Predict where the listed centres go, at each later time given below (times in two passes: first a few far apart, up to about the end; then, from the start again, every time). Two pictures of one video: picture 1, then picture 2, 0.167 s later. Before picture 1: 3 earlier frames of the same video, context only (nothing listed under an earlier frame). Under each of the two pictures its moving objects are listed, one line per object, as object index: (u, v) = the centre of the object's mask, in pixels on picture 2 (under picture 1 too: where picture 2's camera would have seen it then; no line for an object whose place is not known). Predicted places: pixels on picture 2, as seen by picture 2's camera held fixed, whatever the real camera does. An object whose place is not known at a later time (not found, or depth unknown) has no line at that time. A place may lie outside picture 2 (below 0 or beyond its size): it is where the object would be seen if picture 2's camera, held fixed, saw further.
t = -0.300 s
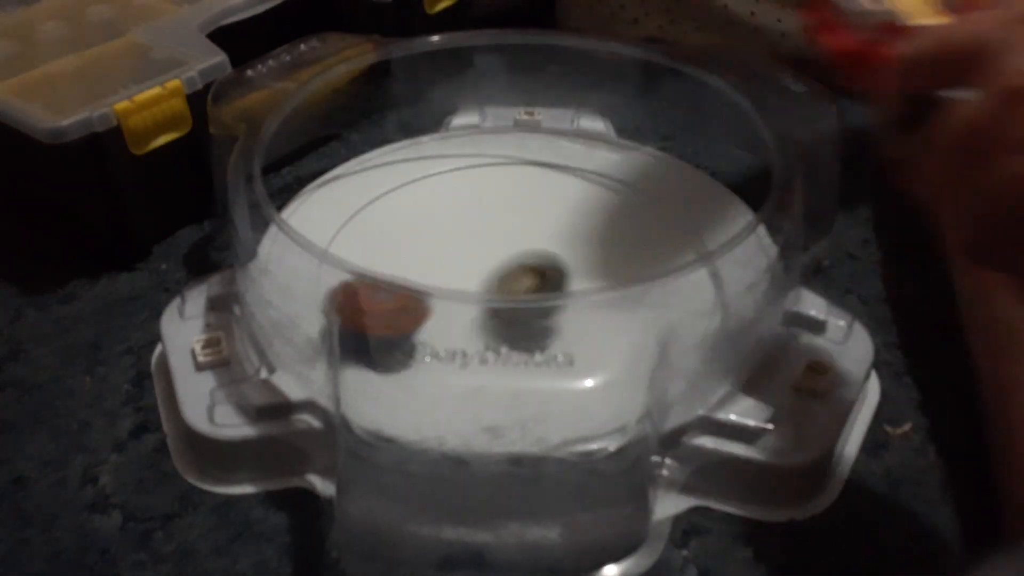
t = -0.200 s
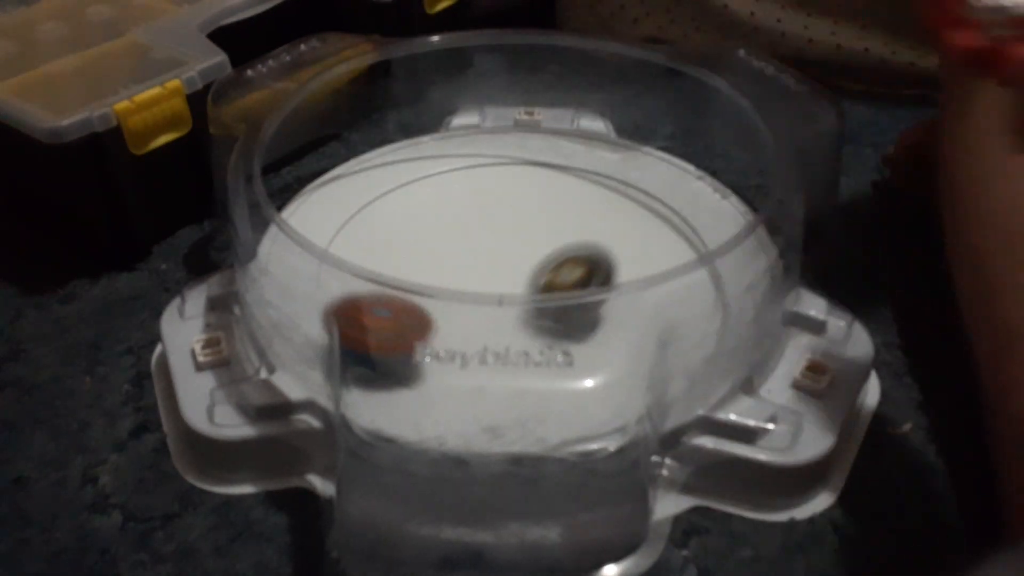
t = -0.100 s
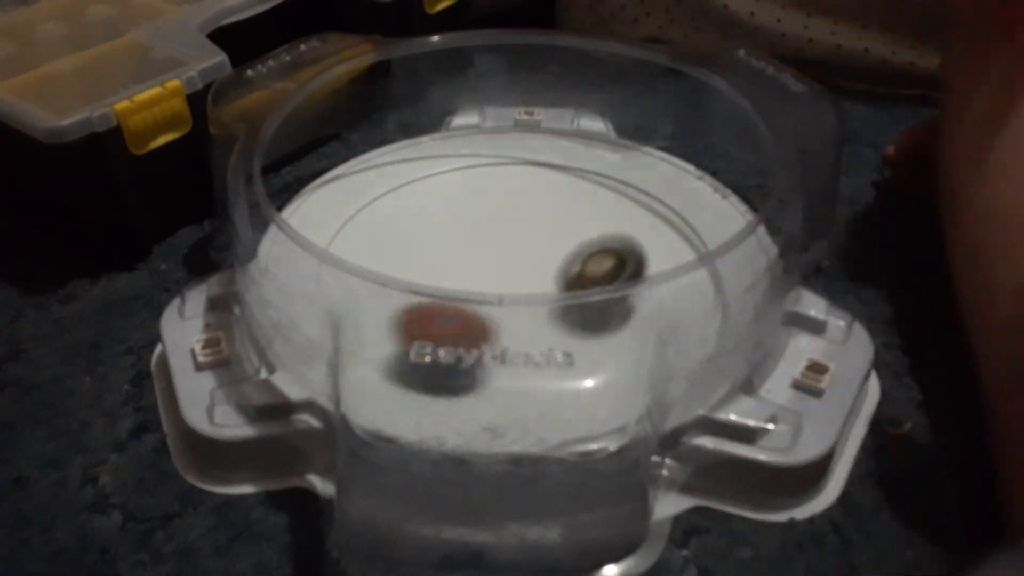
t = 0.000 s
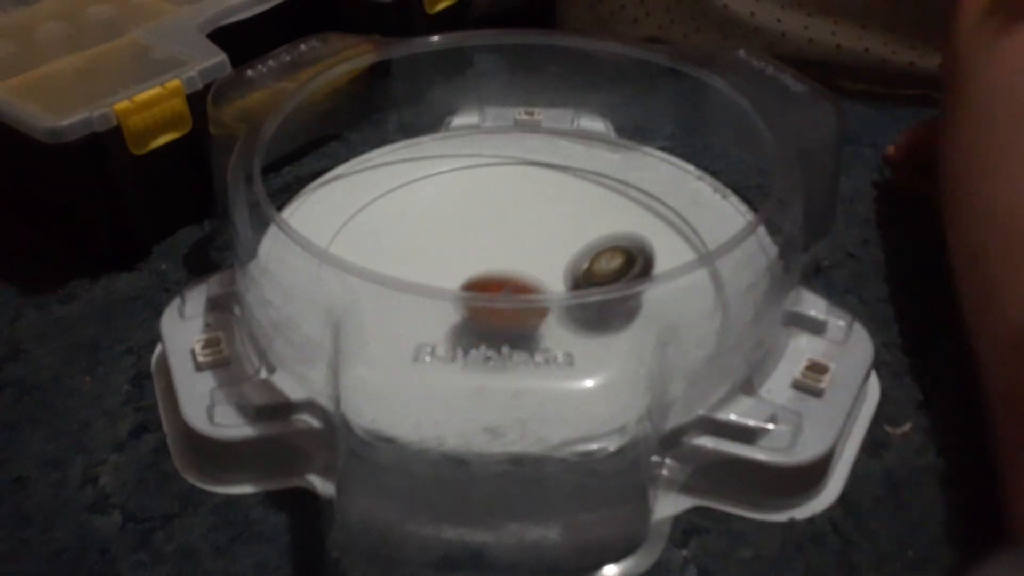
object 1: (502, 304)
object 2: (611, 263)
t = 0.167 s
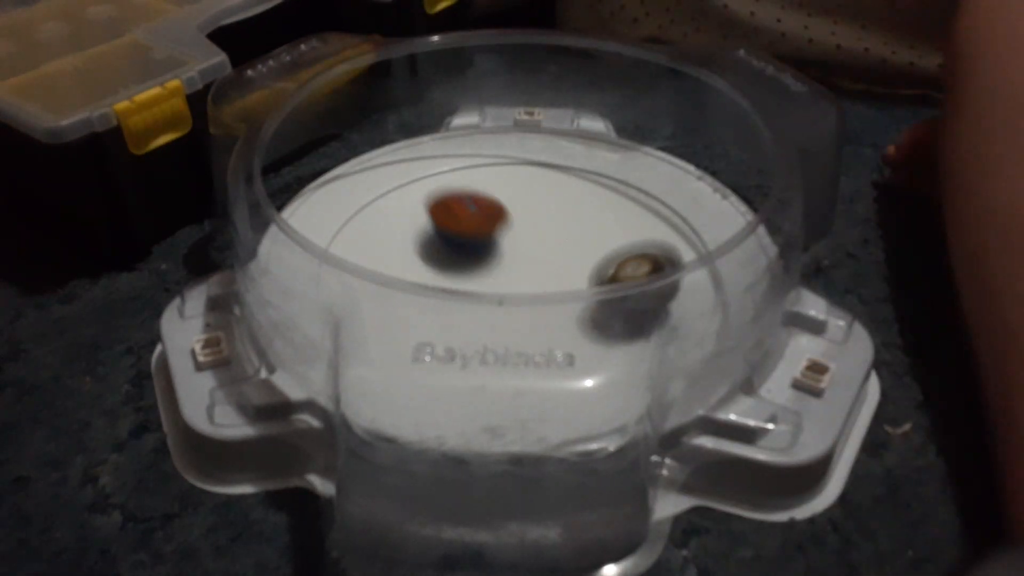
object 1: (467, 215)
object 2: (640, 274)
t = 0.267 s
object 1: (434, 176)
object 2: (624, 305)
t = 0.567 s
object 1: (407, 218)
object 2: (506, 333)
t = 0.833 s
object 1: (424, 201)
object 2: (473, 355)
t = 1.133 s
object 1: (404, 166)
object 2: (545, 317)
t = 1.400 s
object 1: (435, 187)
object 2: (497, 233)
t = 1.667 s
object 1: (500, 150)
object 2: (390, 302)
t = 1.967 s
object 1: (529, 190)
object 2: (393, 310)
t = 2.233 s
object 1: (615, 179)
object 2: (486, 250)
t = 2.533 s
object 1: (622, 189)
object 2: (496, 193)
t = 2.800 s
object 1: (659, 230)
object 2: (375, 228)
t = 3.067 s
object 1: (661, 256)
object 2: (388, 265)
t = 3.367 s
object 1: (624, 315)
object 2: (461, 221)
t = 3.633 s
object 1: (553, 330)
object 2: (498, 187)
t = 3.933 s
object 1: (475, 323)
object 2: (509, 212)
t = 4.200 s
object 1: (412, 293)
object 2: (545, 228)
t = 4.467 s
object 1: (422, 263)
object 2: (592, 210)
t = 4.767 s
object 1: (433, 223)
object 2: (569, 168)
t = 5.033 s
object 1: (418, 220)
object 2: (610, 248)
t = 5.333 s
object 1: (482, 238)
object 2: (685, 239)
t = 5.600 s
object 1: (520, 217)
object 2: (667, 268)
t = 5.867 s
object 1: (504, 215)
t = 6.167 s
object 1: (535, 219)
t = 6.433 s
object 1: (535, 207)
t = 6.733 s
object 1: (566, 214)
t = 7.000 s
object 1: (612, 187)
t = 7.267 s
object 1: (585, 200)
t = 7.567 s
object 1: (551, 269)
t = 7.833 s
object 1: (550, 326)
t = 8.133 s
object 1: (544, 325)
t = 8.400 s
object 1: (497, 278)
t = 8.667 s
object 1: (435, 241)
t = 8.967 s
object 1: (420, 228)
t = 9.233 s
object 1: (473, 234)
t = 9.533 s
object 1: (571, 227)
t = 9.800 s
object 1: (601, 224)
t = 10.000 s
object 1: (593, 241)
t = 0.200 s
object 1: (455, 200)
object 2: (639, 278)
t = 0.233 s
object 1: (444, 187)
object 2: (635, 285)
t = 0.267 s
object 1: (434, 176)
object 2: (624, 305)
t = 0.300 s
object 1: (426, 170)
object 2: (615, 313)
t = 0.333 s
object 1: (419, 167)
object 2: (605, 318)
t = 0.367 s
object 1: (414, 167)
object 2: (592, 324)
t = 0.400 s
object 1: (410, 170)
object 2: (583, 319)
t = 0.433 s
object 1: (407, 175)
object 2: (566, 322)
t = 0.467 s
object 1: (405, 184)
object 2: (550, 333)
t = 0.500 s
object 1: (404, 194)
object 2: (534, 336)
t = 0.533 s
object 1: (405, 204)
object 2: (520, 336)
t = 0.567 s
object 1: (407, 218)
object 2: (506, 333)
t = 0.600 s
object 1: (411, 229)
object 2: (492, 331)
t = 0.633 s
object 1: (415, 240)
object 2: (477, 327)
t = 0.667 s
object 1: (419, 248)
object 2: (468, 326)
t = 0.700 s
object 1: (423, 248)
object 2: (462, 328)
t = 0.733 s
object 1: (424, 235)
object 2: (463, 340)
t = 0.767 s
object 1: (424, 222)
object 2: (463, 351)
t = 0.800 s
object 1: (424, 211)
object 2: (468, 350)
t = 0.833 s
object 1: (424, 201)
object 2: (473, 355)
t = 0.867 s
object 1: (423, 192)
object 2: (480, 363)
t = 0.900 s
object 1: (421, 185)
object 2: (488, 365)
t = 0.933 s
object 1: (419, 179)
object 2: (501, 364)
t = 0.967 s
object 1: (417, 176)
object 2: (512, 357)
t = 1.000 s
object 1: (414, 172)
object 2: (520, 354)
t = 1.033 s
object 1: (411, 169)
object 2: (530, 346)
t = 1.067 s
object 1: (407, 167)
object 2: (536, 339)
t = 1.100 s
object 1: (405, 165)
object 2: (543, 326)
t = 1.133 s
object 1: (404, 166)
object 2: (545, 317)
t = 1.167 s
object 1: (402, 167)
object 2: (545, 304)
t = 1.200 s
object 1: (403, 168)
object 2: (542, 285)
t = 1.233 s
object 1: (404, 169)
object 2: (537, 279)
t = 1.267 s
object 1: (408, 171)
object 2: (532, 271)
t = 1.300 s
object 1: (413, 175)
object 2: (523, 261)
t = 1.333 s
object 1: (418, 179)
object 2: (515, 250)
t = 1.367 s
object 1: (426, 184)
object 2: (506, 240)
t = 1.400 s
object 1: (435, 187)
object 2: (497, 233)
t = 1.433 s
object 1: (445, 172)
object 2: (484, 238)
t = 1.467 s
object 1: (456, 159)
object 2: (470, 250)
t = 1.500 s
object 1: (466, 158)
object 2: (455, 262)
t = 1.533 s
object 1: (477, 151)
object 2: (443, 269)
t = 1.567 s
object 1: (486, 148)
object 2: (430, 274)
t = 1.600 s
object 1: (493, 147)
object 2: (417, 281)
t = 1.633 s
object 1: (497, 148)
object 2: (400, 289)
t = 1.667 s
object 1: (500, 150)
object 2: (390, 302)
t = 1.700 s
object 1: (501, 155)
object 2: (378, 307)
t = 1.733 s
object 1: (501, 160)
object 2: (373, 309)
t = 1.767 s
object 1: (501, 166)
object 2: (371, 312)
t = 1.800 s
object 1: (502, 171)
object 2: (370, 315)
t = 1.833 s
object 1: (504, 176)
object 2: (371, 316)
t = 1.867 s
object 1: (507, 179)
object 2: (373, 315)
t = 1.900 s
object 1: (513, 182)
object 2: (378, 314)
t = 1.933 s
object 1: (520, 186)
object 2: (385, 313)
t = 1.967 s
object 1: (529, 190)
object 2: (393, 310)
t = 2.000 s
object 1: (539, 192)
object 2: (402, 306)
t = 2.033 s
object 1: (552, 194)
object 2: (414, 295)
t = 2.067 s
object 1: (566, 194)
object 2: (428, 285)
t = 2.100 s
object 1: (579, 193)
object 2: (440, 280)
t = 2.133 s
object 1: (591, 190)
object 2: (451, 276)
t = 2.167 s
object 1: (602, 187)
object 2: (462, 271)
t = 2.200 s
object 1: (610, 183)
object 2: (475, 263)
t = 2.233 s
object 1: (615, 179)
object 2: (486, 250)
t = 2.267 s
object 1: (618, 175)
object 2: (497, 240)
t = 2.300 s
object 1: (618, 172)
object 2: (506, 230)
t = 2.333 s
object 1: (617, 169)
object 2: (513, 220)
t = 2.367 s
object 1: (617, 169)
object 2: (519, 212)
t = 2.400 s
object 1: (615, 170)
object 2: (524, 204)
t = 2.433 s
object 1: (613, 174)
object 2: (526, 199)
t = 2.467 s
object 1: (615, 179)
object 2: (523, 195)
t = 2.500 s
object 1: (620, 184)
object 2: (510, 193)
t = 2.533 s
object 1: (622, 189)
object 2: (496, 193)
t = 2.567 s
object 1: (624, 195)
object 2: (481, 195)
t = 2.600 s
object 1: (627, 201)
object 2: (465, 197)
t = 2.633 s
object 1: (631, 207)
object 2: (449, 200)
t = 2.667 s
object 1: (636, 212)
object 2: (432, 205)
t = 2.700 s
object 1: (641, 216)
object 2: (415, 210)
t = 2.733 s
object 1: (647, 221)
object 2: (399, 217)
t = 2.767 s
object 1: (653, 226)
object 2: (386, 222)
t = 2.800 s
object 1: (659, 230)
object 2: (375, 228)
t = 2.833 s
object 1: (663, 234)
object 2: (366, 236)
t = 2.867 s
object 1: (667, 237)
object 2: (361, 241)
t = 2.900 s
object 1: (670, 240)
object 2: (360, 245)
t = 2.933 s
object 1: (672, 243)
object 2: (361, 250)
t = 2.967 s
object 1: (672, 245)
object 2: (365, 254)
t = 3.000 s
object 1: (668, 249)
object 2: (371, 264)
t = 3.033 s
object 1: (665, 253)
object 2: (379, 265)
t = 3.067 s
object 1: (661, 256)
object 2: (388, 265)
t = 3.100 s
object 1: (656, 260)
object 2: (397, 264)
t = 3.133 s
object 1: (659, 277)
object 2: (404, 264)
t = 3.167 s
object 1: (653, 284)
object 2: (412, 262)
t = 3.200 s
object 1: (648, 289)
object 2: (420, 259)
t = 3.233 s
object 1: (644, 294)
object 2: (429, 253)
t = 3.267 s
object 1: (640, 299)
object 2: (437, 245)
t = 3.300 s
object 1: (636, 303)
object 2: (445, 235)
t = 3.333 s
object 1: (630, 307)
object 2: (453, 228)
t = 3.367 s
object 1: (624, 315)
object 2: (461, 221)
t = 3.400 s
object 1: (616, 317)
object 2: (467, 214)
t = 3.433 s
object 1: (608, 320)
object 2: (474, 208)
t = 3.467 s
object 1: (598, 322)
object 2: (480, 202)
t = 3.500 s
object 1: (589, 325)
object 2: (485, 198)
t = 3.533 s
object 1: (580, 326)
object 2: (489, 196)
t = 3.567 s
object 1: (571, 328)
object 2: (493, 193)
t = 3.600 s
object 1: (562, 329)
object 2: (496, 188)
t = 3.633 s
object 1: (553, 330)
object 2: (498, 187)
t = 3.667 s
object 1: (545, 330)
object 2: (501, 188)
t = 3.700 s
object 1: (537, 330)
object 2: (502, 187)
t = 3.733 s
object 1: (528, 330)
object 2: (503, 189)
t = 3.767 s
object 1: (520, 329)
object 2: (504, 191)
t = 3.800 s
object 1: (511, 329)
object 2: (505, 195)
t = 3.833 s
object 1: (502, 328)
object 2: (505, 199)
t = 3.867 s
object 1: (493, 327)
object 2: (506, 203)
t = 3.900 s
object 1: (484, 325)
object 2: (508, 207)
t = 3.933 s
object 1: (475, 323)
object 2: (509, 212)
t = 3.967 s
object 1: (466, 320)
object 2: (512, 214)
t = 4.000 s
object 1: (456, 314)
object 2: (515, 219)
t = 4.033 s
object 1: (446, 309)
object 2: (518, 221)
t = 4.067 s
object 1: (437, 306)
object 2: (522, 223)
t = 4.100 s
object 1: (429, 302)
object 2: (527, 226)
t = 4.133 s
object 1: (421, 299)
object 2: (533, 227)
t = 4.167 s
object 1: (416, 296)
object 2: (538, 228)
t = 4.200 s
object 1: (412, 293)
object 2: (545, 228)
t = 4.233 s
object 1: (412, 292)
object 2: (552, 227)
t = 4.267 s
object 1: (412, 289)
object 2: (559, 227)
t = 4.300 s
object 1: (414, 286)
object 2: (566, 226)
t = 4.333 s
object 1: (413, 283)
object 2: (573, 222)
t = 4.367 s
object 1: (413, 280)
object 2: (578, 221)
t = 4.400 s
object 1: (415, 276)
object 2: (584, 217)
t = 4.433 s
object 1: (418, 267)
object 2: (588, 215)
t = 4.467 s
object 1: (422, 263)
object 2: (592, 210)
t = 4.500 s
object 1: (424, 261)
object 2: (596, 206)
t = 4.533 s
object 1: (427, 257)
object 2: (598, 202)
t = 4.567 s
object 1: (429, 251)
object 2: (600, 196)
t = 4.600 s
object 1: (431, 245)
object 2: (601, 192)
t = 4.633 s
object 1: (432, 239)
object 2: (601, 185)
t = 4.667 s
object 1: (432, 233)
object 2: (598, 177)
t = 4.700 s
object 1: (432, 228)
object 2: (591, 171)
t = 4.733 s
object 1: (432, 225)
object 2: (581, 167)
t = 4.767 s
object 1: (433, 223)
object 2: (569, 168)
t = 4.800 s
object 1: (435, 222)
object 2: (557, 173)
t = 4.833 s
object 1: (438, 223)
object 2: (547, 182)
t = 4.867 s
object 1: (440, 223)
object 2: (537, 195)
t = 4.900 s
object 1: (443, 223)
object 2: (532, 207)
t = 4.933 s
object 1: (440, 222)
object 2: (535, 219)
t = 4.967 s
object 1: (425, 220)
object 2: (562, 232)
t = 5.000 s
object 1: (418, 219)
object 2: (587, 240)
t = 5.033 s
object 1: (418, 220)
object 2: (610, 248)
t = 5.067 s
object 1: (419, 222)
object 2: (630, 250)
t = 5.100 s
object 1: (422, 225)
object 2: (649, 249)
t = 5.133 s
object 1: (427, 227)
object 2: (666, 248)
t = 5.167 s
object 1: (433, 230)
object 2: (683, 247)
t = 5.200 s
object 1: (440, 232)
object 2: (695, 244)
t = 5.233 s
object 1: (449, 234)
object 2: (705, 241)
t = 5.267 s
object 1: (459, 236)
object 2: (703, 240)
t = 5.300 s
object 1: (470, 237)
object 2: (696, 239)
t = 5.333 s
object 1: (482, 238)
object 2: (685, 239)
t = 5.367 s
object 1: (494, 239)
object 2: (674, 240)
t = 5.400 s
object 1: (506, 239)
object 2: (663, 241)
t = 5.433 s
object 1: (518, 238)
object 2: (650, 242)
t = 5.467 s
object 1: (528, 237)
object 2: (638, 244)
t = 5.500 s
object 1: (537, 236)
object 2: (629, 247)
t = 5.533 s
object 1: (533, 230)
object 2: (635, 253)
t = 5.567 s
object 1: (525, 223)
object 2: (650, 255)
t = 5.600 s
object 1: (520, 217)
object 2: (667, 268)
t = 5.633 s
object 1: (516, 214)
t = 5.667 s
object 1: (514, 212)
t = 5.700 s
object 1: (512, 209)
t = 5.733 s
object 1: (510, 209)
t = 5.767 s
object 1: (508, 209)
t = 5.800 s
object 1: (506, 210)
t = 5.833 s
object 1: (505, 211)
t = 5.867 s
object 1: (504, 215)
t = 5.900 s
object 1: (504, 218)
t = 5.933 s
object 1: (506, 221)
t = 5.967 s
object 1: (507, 225)
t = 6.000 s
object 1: (510, 230)
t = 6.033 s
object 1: (513, 234)
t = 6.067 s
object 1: (516, 238)
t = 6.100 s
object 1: (523, 235)
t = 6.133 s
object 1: (531, 225)
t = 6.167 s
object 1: (535, 219)
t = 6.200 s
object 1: (537, 215)
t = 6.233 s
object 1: (538, 212)
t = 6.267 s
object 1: (538, 210)
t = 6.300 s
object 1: (538, 209)
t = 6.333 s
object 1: (538, 208)
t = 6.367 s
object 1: (537, 208)
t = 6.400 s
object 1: (536, 208)
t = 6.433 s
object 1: (535, 207)
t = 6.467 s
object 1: (534, 207)
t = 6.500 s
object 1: (534, 208)
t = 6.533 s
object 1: (533, 211)
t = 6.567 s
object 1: (534, 213)
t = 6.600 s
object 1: (534, 216)
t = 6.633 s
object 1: (536, 220)
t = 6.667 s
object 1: (538, 222)
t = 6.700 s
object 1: (551, 217)
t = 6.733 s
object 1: (566, 214)
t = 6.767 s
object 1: (580, 215)
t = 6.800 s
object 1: (589, 213)
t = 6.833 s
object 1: (596, 210)
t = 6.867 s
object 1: (601, 206)
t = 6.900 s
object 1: (605, 201)
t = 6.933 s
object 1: (608, 196)
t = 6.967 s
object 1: (611, 191)
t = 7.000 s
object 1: (612, 187)
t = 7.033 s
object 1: (611, 185)
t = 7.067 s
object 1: (610, 183)
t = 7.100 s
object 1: (607, 184)
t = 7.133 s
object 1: (603, 185)
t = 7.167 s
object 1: (599, 187)
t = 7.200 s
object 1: (594, 191)
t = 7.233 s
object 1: (590, 195)
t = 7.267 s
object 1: (585, 200)
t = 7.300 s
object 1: (581, 206)
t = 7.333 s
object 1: (576, 213)
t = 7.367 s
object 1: (572, 221)
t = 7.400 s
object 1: (567, 229)
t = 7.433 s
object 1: (562, 238)
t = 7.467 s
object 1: (558, 247)
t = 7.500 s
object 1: (555, 257)
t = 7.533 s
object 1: (552, 263)
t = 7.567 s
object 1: (551, 269)
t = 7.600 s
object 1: (550, 274)
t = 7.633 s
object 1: (550, 278)
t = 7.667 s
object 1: (547, 295)
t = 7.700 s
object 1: (547, 302)
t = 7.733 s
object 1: (547, 311)
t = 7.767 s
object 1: (546, 323)
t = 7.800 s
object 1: (549, 319)
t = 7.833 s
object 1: (550, 326)
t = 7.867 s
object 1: (551, 327)
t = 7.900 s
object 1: (552, 327)
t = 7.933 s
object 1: (552, 327)
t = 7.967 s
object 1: (552, 327)
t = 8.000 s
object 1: (551, 327)
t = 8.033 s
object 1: (551, 327)
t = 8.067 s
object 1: (549, 327)
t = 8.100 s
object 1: (547, 326)
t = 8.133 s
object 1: (544, 325)
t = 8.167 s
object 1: (540, 322)
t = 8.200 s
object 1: (536, 317)
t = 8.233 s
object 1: (531, 316)
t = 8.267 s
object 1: (525, 309)
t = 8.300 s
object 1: (520, 305)
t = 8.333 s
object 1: (512, 300)
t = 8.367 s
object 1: (505, 293)
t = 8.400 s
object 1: (497, 278)
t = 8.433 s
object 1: (489, 275)
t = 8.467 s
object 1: (480, 271)
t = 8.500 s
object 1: (472, 266)
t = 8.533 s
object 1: (464, 262)
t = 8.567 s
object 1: (456, 257)
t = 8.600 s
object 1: (448, 251)
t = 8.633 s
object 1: (441, 246)
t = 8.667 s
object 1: (435, 241)
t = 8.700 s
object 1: (428, 237)
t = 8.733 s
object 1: (424, 234)
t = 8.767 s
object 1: (420, 232)
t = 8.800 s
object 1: (418, 230)
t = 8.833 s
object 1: (416, 229)
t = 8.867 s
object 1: (416, 229)
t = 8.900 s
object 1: (416, 228)
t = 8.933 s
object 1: (417, 228)
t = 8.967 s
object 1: (420, 228)
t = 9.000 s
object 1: (423, 227)
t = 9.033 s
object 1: (428, 228)
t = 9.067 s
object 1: (433, 229)
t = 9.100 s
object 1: (439, 230)
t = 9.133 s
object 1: (445, 231)
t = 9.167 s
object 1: (454, 232)
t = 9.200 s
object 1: (463, 233)
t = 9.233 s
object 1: (473, 234)
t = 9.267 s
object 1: (484, 235)
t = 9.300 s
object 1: (496, 236)
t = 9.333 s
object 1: (509, 236)
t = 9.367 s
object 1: (521, 235)
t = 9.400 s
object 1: (532, 234)
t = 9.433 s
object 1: (543, 232)
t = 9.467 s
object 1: (553, 231)
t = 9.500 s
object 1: (563, 229)
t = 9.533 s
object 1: (571, 227)
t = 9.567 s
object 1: (578, 225)
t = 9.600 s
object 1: (585, 224)
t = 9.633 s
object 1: (589, 223)
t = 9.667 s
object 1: (593, 223)
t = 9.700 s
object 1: (596, 222)
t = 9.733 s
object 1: (598, 222)
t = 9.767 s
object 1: (600, 223)
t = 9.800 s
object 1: (601, 224)
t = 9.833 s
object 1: (601, 225)
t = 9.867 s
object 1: (600, 227)
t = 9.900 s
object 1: (599, 230)
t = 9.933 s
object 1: (598, 233)
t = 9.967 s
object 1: (596, 237)
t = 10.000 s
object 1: (593, 241)
